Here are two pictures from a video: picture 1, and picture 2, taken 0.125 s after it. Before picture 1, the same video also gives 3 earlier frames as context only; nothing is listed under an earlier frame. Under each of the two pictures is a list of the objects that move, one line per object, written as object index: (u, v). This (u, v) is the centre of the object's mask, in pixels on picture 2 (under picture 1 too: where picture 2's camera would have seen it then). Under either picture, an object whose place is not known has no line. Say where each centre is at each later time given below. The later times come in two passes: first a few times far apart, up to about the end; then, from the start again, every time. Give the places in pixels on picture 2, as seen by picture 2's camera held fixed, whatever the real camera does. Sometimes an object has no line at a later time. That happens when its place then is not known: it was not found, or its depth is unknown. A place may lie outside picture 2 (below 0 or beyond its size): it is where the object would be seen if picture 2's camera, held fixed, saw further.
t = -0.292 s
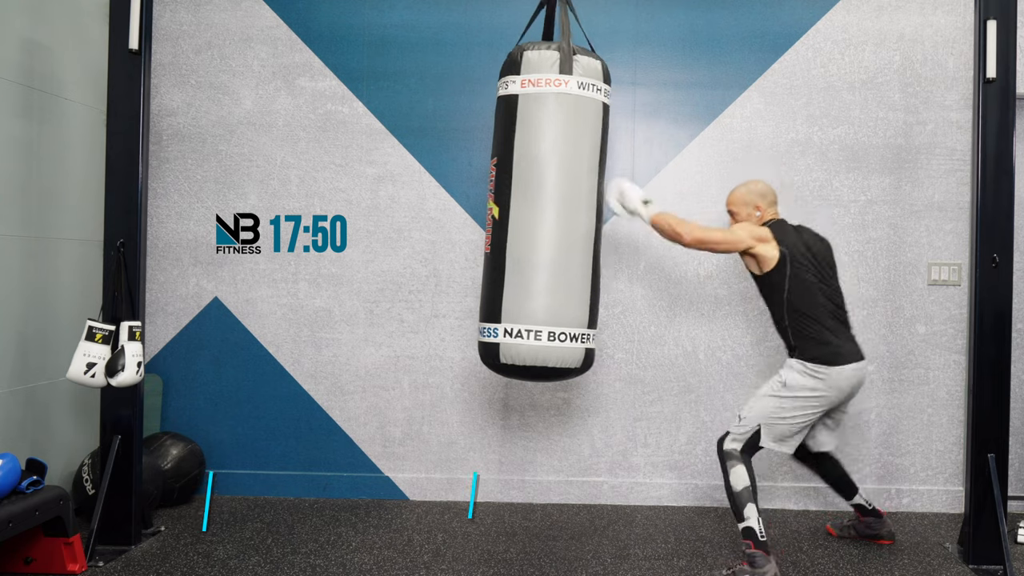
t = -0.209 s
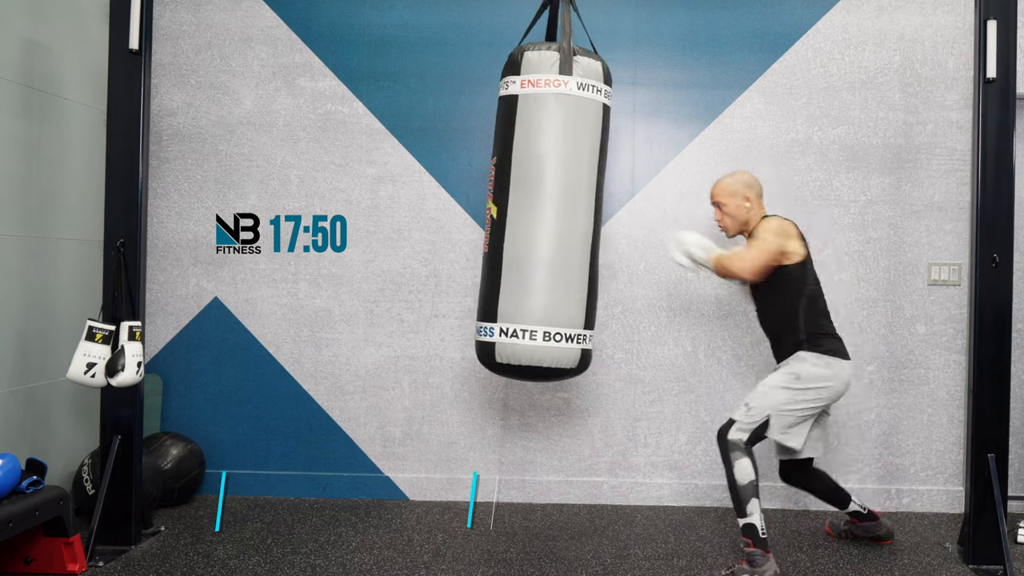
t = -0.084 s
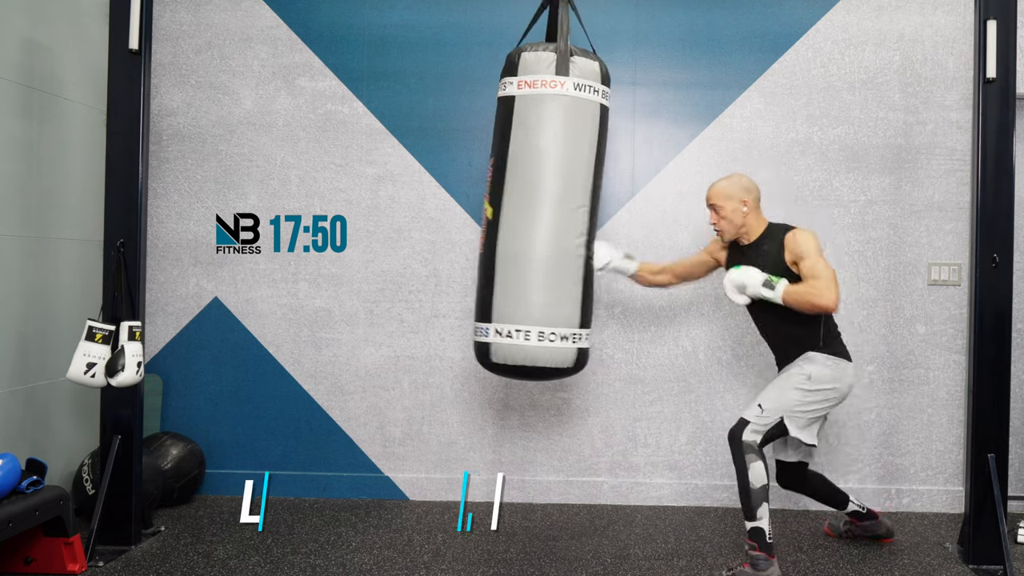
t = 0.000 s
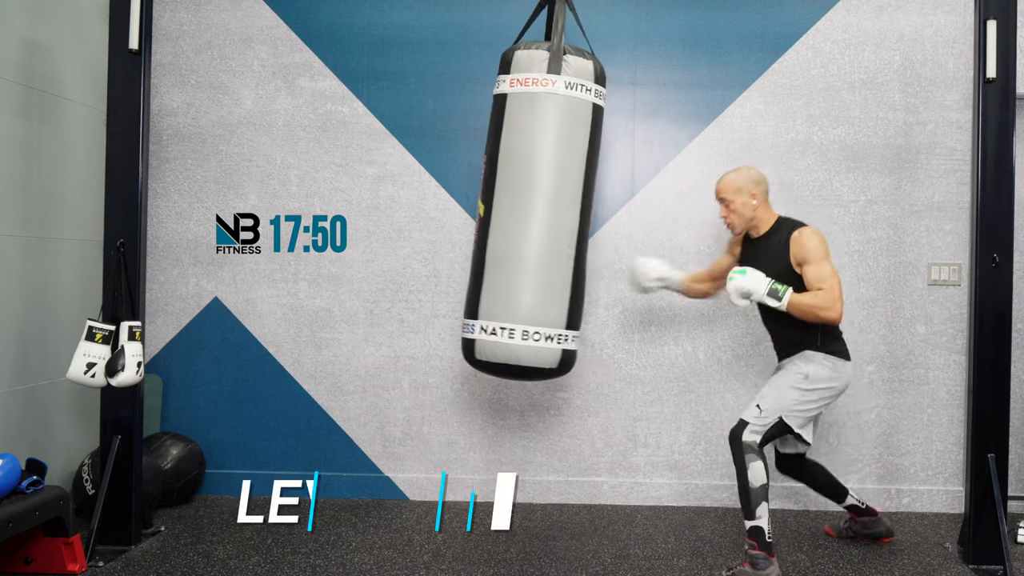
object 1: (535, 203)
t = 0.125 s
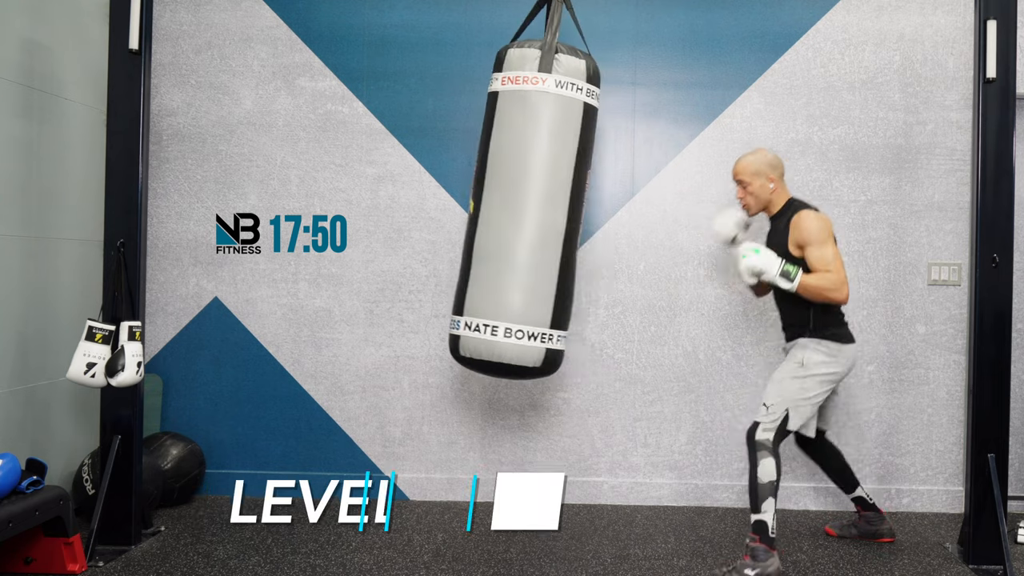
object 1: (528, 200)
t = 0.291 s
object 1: (522, 200)
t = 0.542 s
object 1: (530, 201)
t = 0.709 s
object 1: (543, 204)
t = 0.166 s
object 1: (526, 200)
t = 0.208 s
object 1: (524, 200)
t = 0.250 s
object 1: (522, 200)
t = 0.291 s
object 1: (522, 200)
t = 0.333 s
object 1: (522, 199)
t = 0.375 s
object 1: (523, 200)
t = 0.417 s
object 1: (524, 200)
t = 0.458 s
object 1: (526, 200)
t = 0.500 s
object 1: (528, 200)
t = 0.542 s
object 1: (530, 201)
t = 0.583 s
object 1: (533, 201)
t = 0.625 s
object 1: (536, 201)
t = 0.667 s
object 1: (539, 204)
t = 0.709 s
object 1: (543, 204)
